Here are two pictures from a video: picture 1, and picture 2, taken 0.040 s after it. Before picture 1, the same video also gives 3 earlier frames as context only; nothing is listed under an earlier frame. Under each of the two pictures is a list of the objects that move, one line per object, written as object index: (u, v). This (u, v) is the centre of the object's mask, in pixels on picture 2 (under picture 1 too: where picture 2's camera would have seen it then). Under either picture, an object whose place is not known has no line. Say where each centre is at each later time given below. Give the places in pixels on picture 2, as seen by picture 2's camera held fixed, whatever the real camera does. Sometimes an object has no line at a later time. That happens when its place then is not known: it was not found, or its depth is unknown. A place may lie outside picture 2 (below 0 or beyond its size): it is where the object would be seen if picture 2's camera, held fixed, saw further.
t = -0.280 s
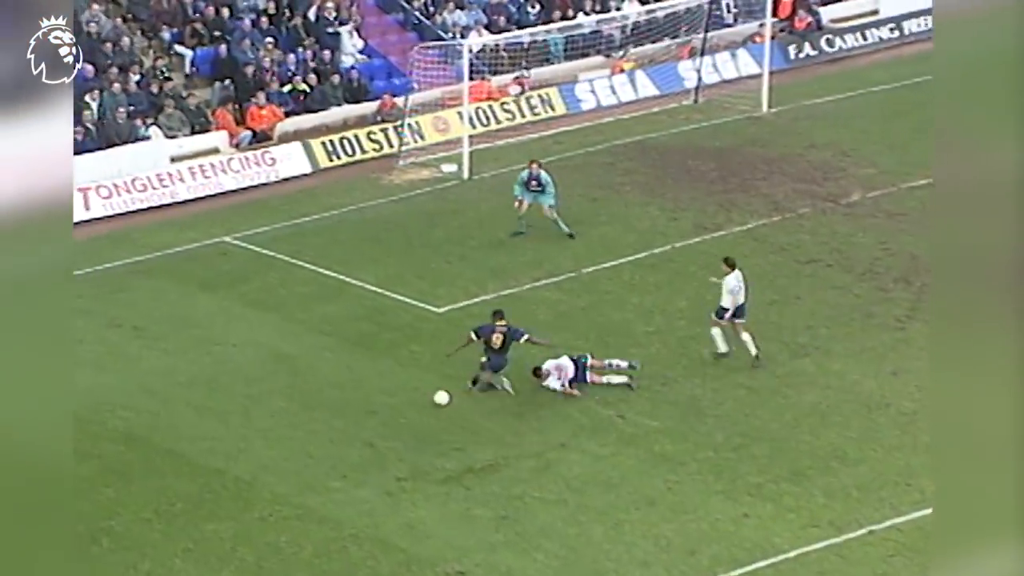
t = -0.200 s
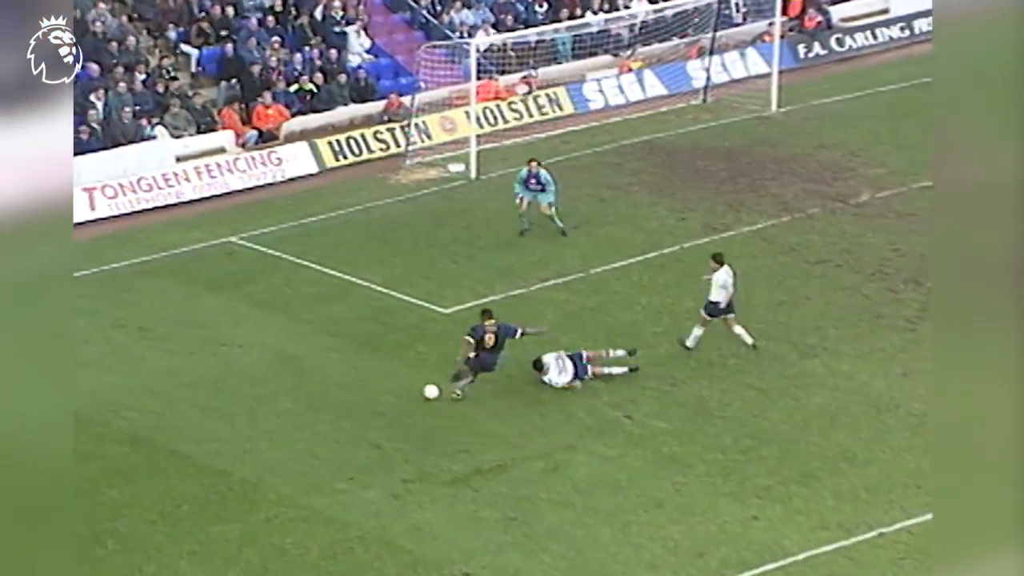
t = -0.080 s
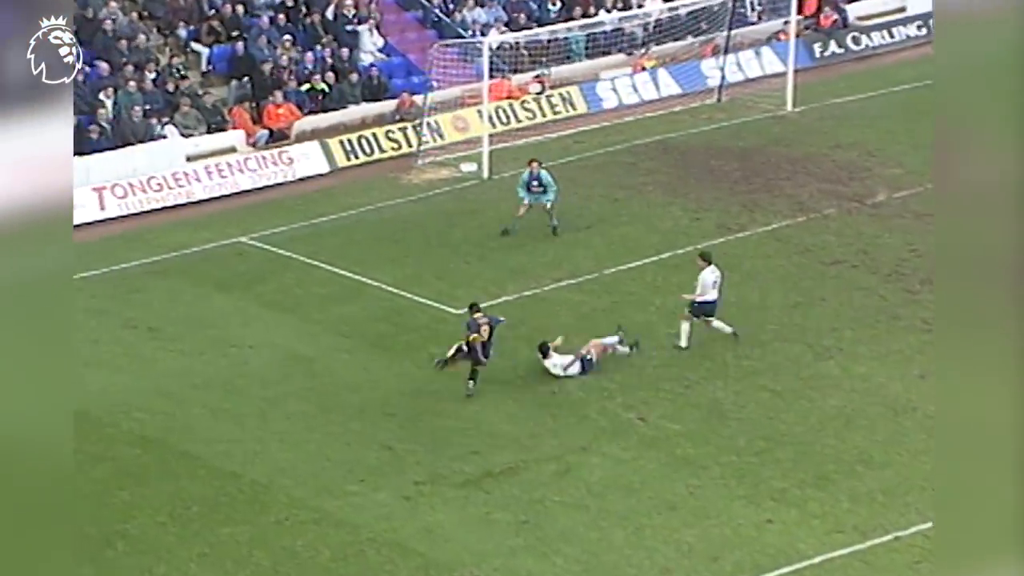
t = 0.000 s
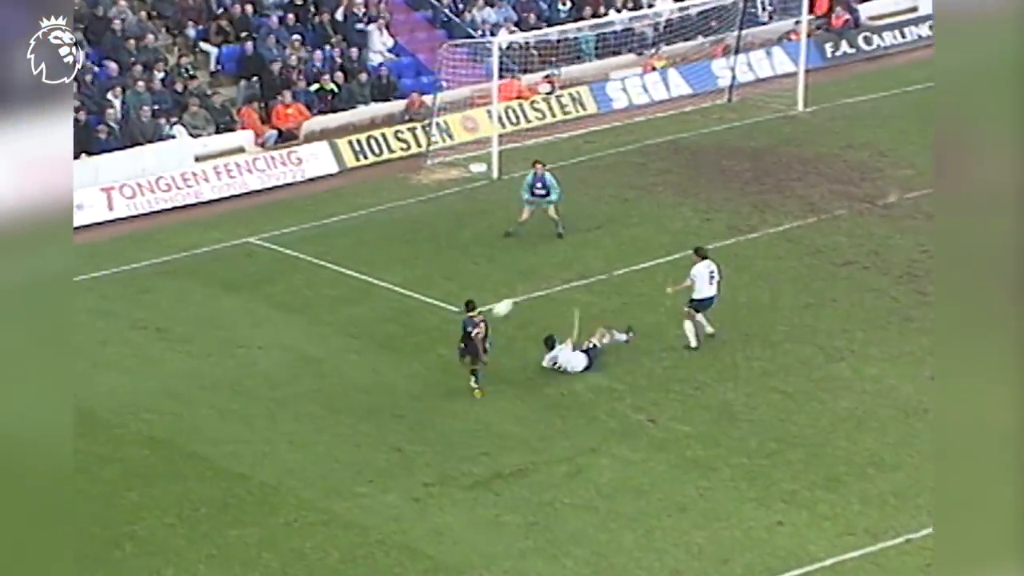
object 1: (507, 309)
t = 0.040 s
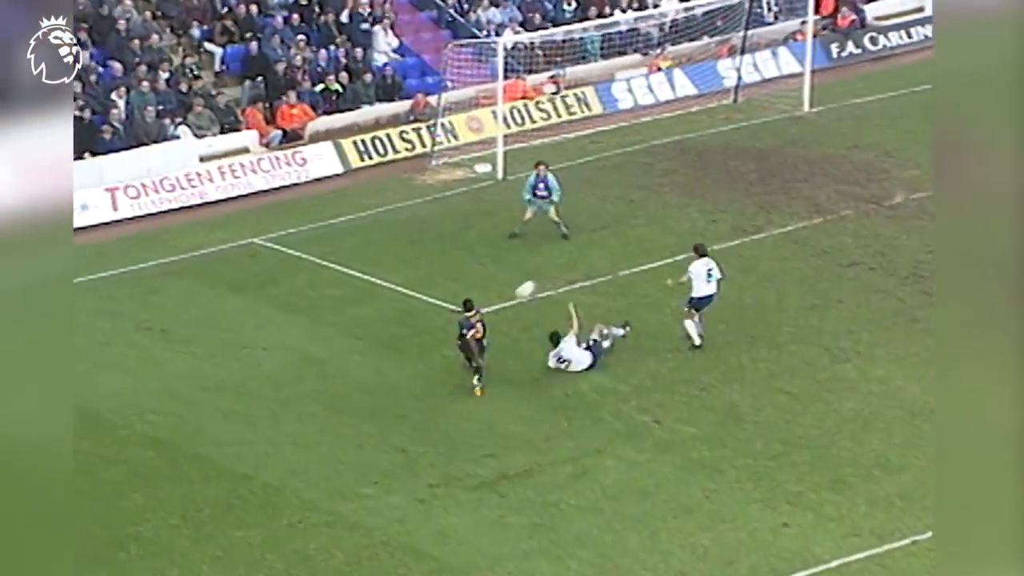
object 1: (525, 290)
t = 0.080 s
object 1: (544, 272)
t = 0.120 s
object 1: (563, 257)
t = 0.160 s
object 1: (579, 244)
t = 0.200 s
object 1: (596, 227)
